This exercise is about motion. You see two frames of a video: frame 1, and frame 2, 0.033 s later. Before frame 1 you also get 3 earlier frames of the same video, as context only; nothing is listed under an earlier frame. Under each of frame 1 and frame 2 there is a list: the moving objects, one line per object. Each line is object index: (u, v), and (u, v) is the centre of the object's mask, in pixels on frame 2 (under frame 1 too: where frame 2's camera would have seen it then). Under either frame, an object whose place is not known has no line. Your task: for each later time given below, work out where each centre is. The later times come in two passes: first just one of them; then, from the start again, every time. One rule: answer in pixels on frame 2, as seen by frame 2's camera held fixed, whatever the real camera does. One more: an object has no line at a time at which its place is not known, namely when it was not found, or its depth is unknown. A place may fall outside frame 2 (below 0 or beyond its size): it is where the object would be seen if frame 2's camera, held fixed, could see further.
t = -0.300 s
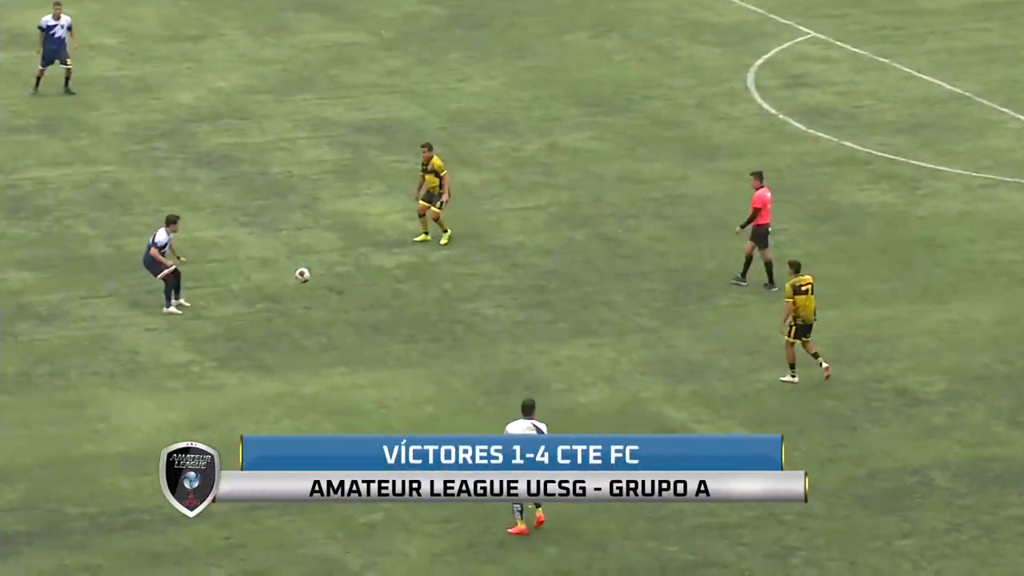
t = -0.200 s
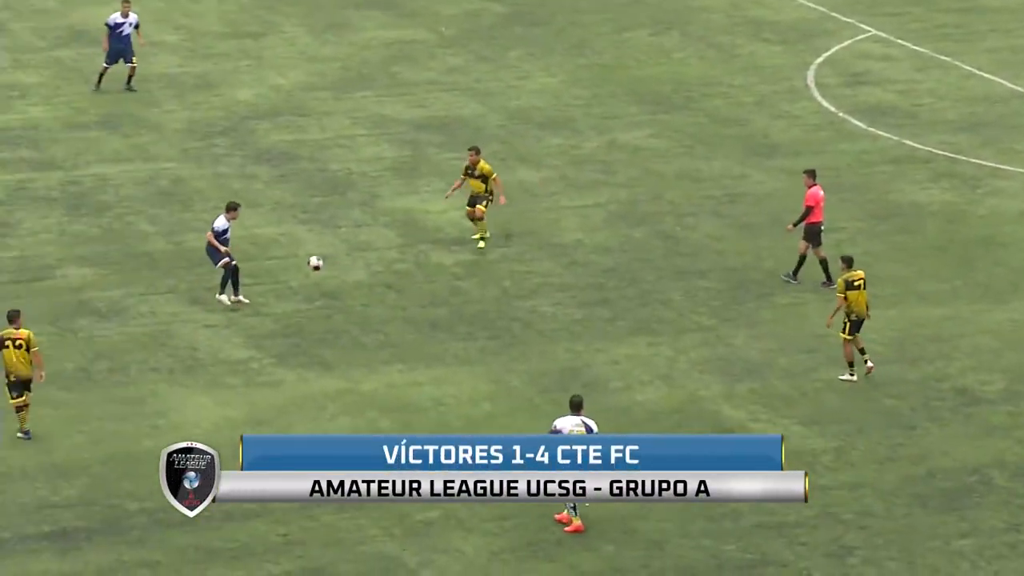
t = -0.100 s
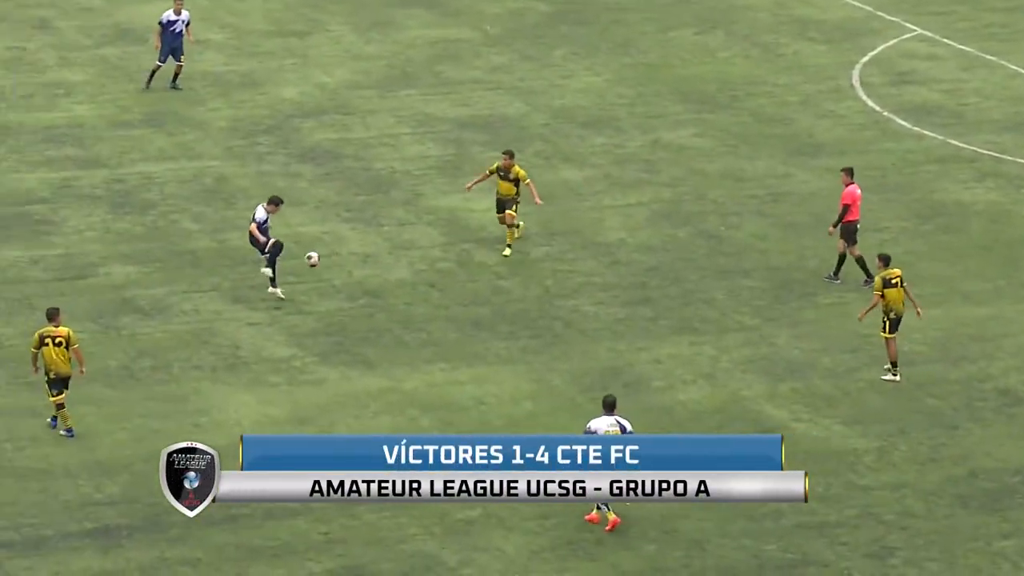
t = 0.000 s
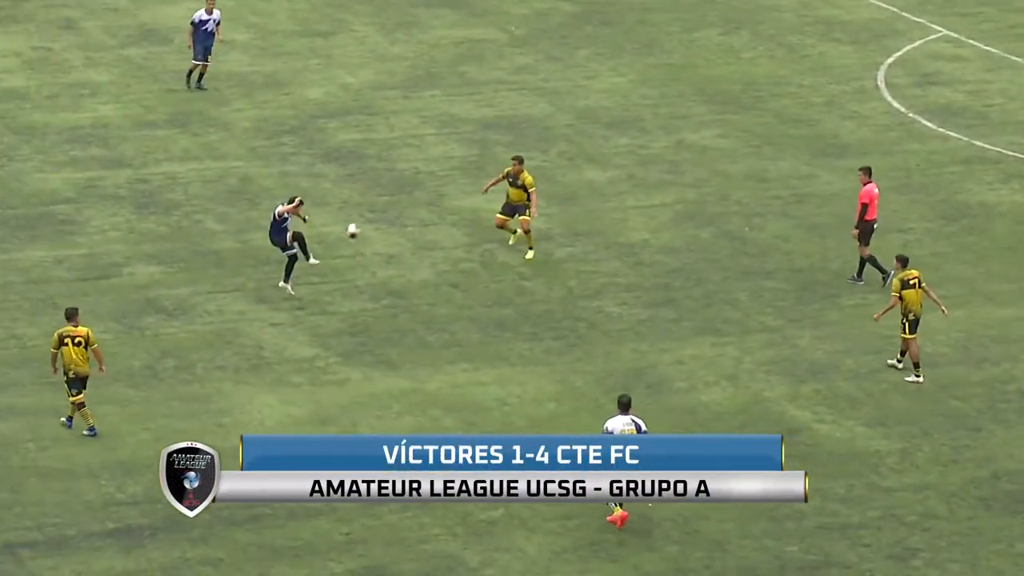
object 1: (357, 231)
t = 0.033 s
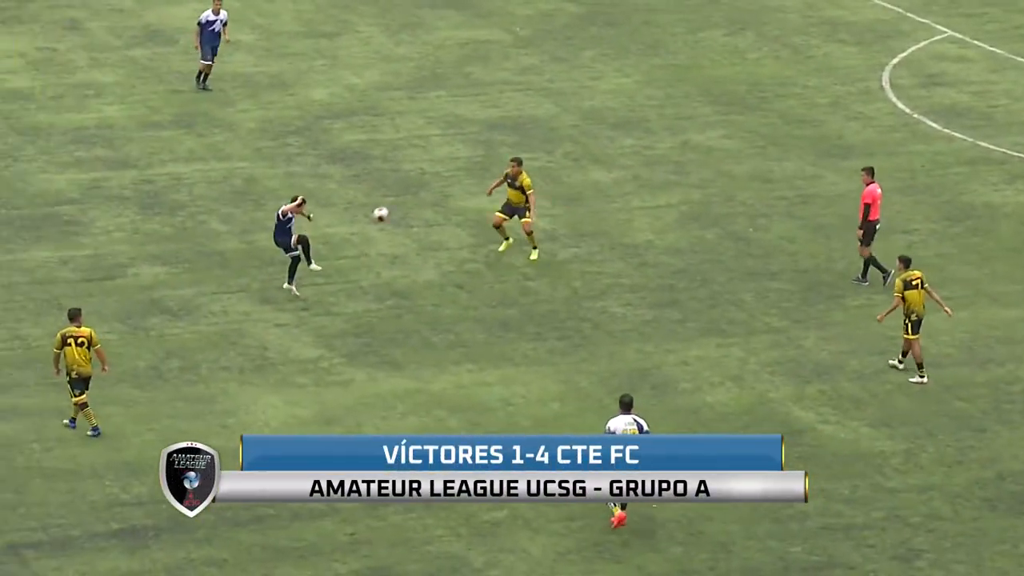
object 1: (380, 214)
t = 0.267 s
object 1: (545, 111)
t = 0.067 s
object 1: (404, 197)
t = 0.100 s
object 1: (428, 181)
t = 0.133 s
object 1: (451, 166)
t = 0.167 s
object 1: (475, 151)
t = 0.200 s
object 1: (498, 137)
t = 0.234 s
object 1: (522, 123)
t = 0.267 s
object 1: (545, 111)
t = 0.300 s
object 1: (568, 99)
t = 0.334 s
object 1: (590, 88)
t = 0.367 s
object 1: (613, 78)
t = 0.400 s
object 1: (635, 69)
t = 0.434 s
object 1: (658, 60)
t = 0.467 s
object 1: (680, 52)
